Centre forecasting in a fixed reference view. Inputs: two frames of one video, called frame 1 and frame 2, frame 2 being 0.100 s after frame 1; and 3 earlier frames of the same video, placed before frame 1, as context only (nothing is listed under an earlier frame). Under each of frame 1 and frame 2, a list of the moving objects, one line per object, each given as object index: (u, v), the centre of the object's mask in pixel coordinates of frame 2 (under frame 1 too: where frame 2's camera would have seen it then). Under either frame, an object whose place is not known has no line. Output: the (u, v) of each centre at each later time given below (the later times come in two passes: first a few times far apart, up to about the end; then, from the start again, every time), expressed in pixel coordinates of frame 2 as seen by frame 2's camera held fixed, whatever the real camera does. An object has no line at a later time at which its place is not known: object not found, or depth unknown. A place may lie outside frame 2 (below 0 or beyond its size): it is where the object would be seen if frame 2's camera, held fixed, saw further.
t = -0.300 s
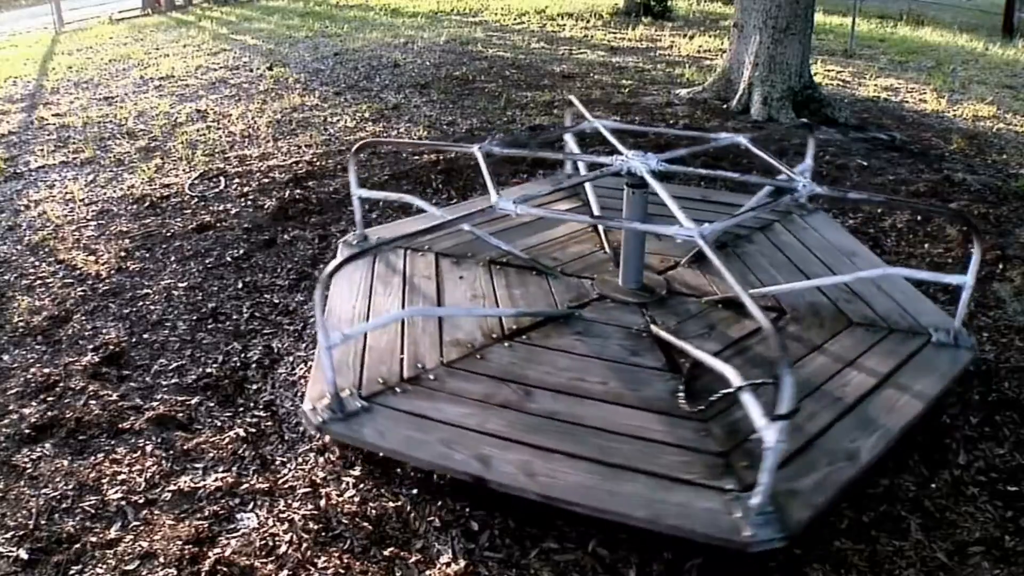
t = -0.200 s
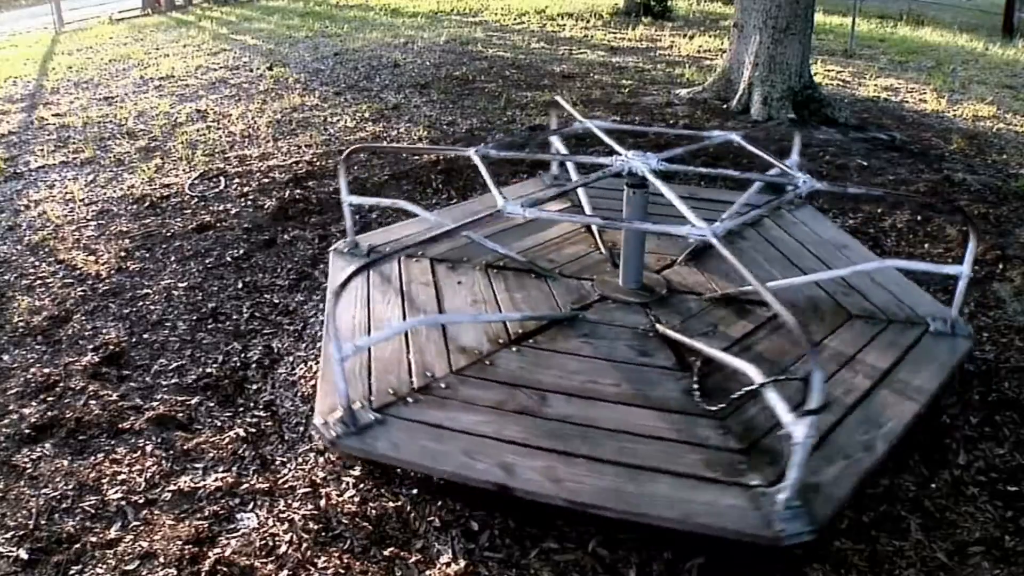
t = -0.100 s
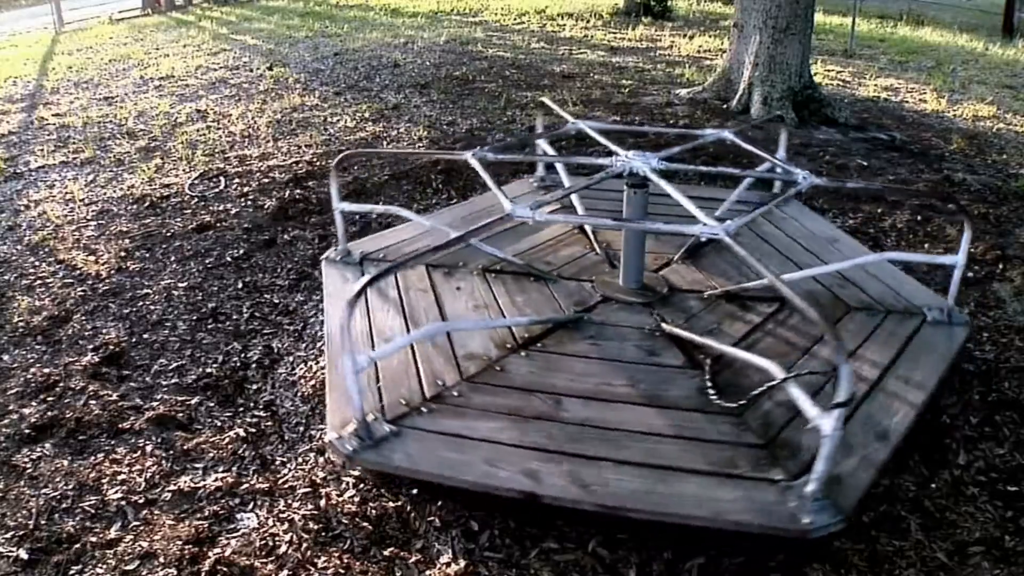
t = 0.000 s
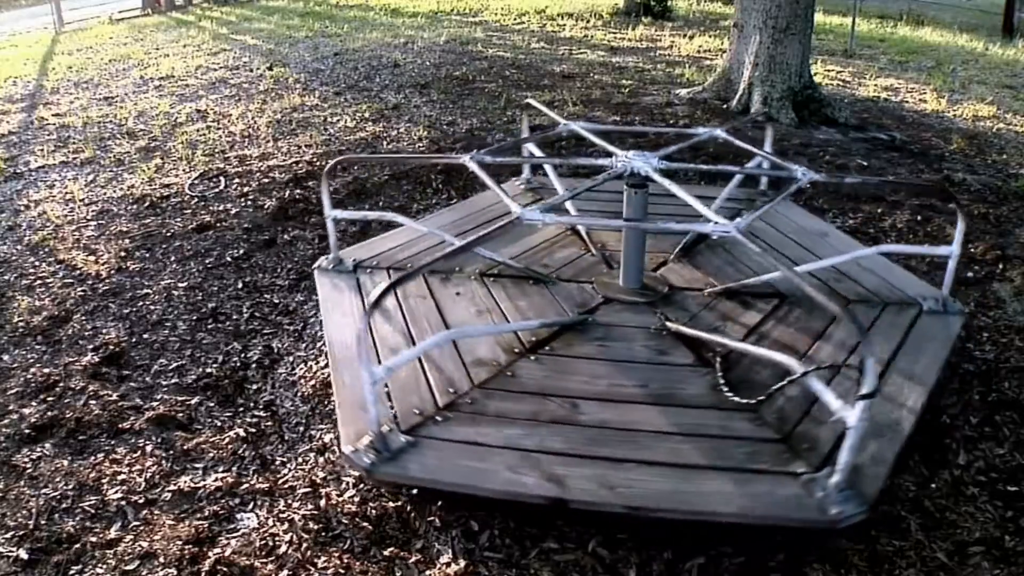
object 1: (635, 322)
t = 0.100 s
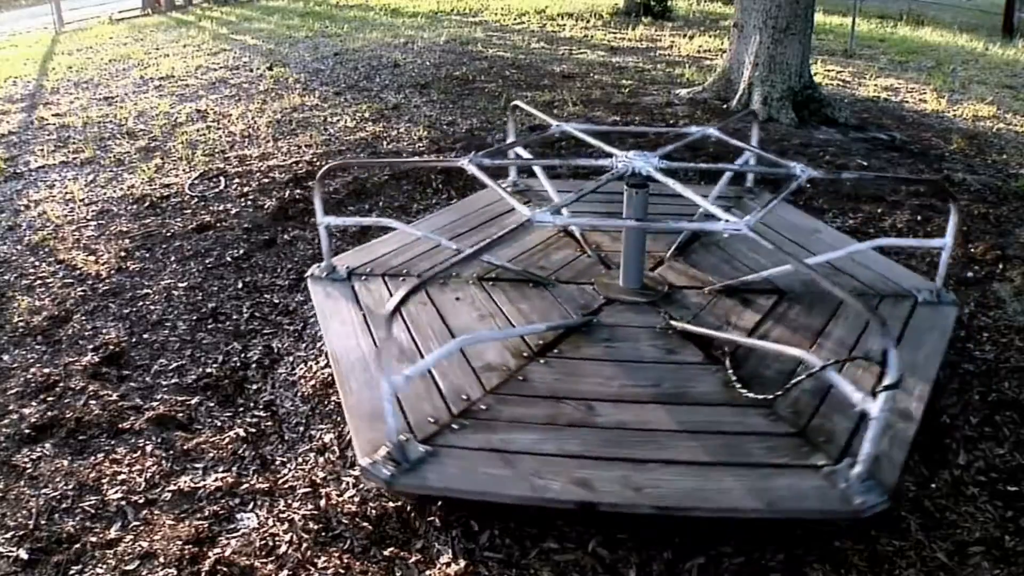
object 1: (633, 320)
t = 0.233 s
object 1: (631, 321)
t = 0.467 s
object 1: (629, 321)
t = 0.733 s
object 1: (628, 325)
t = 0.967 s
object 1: (634, 322)
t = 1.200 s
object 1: (634, 324)
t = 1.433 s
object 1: (637, 323)
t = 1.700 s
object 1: (635, 321)
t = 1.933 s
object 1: (631, 321)
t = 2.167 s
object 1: (629, 321)
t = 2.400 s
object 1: (630, 322)
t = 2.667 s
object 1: (632, 322)
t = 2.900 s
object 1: (632, 324)
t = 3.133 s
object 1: (636, 322)
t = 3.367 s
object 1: (636, 323)
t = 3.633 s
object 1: (633, 321)
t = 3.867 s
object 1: (629, 321)
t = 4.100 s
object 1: (628, 321)
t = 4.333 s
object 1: (626, 322)
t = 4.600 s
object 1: (626, 322)
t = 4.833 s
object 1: (632, 324)
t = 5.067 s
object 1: (636, 321)
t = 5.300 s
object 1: (636, 321)
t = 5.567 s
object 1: (634, 320)
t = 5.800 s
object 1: (631, 320)
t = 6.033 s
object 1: (628, 320)
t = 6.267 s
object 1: (628, 321)
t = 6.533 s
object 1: (626, 322)
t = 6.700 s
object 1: (628, 324)
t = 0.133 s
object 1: (633, 321)
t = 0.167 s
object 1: (632, 321)
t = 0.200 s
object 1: (631, 321)
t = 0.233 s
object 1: (631, 321)
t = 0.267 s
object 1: (622, 325)
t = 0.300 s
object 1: (629, 321)
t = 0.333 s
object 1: (629, 321)
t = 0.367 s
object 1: (629, 321)
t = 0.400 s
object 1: (629, 321)
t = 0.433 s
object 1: (629, 321)
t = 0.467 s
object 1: (629, 321)
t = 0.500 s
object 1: (629, 322)
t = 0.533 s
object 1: (630, 322)
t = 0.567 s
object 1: (630, 322)
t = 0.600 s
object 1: (630, 322)
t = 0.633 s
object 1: (631, 322)
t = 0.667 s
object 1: (631, 322)
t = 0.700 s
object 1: (627, 325)
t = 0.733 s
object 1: (628, 325)
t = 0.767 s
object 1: (632, 322)
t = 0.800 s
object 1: (633, 322)
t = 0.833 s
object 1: (629, 325)
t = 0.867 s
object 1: (630, 324)
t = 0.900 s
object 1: (631, 324)
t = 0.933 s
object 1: (636, 324)
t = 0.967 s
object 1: (634, 322)
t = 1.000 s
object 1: (632, 324)
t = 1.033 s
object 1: (635, 322)
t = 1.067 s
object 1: (633, 324)
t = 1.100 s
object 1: (633, 324)
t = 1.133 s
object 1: (635, 322)
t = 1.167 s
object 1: (636, 322)
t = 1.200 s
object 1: (634, 324)
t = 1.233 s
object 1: (635, 324)
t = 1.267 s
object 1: (635, 324)
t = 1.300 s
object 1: (636, 324)
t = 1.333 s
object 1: (636, 323)
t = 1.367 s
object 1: (637, 323)
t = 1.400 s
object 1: (637, 323)
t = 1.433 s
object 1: (637, 323)
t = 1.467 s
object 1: (637, 323)
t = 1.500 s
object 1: (637, 323)
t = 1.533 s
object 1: (637, 322)
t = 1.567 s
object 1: (636, 322)
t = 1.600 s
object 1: (636, 322)
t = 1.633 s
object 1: (636, 322)
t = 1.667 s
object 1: (635, 322)
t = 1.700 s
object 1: (635, 321)
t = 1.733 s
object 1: (634, 322)
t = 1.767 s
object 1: (634, 321)
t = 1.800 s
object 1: (633, 321)
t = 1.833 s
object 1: (633, 321)
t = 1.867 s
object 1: (632, 321)
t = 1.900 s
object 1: (632, 321)
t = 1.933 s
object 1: (631, 321)
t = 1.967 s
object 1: (630, 321)
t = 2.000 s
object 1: (630, 321)
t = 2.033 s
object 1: (622, 325)
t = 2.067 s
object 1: (629, 321)
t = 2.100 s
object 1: (629, 321)
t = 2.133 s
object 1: (629, 321)
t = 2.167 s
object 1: (629, 321)
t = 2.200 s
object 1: (629, 322)
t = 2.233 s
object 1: (622, 326)
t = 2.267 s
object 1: (623, 326)
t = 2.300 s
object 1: (630, 322)
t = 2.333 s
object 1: (624, 325)
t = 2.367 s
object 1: (625, 325)
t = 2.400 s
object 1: (630, 322)
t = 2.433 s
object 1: (631, 322)
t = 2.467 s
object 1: (626, 325)
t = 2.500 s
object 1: (626, 325)
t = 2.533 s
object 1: (627, 325)
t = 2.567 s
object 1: (631, 322)
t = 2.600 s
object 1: (628, 325)
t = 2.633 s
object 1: (629, 325)
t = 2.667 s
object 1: (632, 322)
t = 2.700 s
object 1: (632, 322)
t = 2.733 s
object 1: (633, 322)
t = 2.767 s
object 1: (633, 322)
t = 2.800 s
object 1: (631, 324)
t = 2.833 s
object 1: (631, 324)
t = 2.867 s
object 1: (631, 324)
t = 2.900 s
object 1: (632, 324)
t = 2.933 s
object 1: (632, 324)
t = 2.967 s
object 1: (632, 325)
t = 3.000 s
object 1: (633, 324)
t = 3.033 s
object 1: (634, 324)
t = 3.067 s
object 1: (635, 322)
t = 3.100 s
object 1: (636, 322)
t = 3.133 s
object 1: (636, 322)
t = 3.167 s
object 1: (635, 324)
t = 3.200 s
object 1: (635, 323)
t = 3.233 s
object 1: (635, 323)
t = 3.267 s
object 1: (636, 323)
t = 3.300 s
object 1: (636, 323)
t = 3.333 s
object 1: (636, 323)
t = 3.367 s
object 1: (636, 323)
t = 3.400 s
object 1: (635, 322)
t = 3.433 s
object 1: (635, 322)
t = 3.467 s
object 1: (634, 322)
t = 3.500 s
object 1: (634, 322)
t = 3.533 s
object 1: (634, 322)
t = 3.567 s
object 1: (633, 322)
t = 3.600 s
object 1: (633, 322)
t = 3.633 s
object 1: (633, 321)
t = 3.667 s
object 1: (632, 321)
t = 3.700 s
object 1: (632, 321)
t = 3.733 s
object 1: (631, 321)
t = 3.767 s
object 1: (631, 321)
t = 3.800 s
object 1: (630, 321)
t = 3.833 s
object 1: (630, 321)
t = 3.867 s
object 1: (629, 321)
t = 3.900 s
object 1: (629, 321)
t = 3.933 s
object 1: (628, 321)
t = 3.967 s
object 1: (628, 321)
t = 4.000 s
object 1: (627, 321)
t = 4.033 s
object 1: (627, 321)
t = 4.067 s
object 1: (628, 321)
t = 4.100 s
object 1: (628, 321)
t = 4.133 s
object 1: (628, 321)
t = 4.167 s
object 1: (628, 321)
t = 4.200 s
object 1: (628, 321)
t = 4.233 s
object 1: (627, 321)
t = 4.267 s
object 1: (626, 321)
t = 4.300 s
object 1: (626, 322)
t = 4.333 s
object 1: (626, 322)
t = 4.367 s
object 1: (626, 322)
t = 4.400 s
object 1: (626, 322)
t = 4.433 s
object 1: (626, 322)
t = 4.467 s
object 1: (626, 322)
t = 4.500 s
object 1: (626, 322)
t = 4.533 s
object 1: (625, 322)
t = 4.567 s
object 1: (625, 322)
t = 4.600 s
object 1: (626, 322)
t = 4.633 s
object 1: (632, 321)
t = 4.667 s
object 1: (632, 321)
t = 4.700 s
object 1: (626, 322)
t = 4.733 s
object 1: (633, 321)
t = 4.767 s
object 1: (627, 323)
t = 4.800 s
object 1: (632, 324)
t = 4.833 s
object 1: (632, 324)
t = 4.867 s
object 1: (635, 322)
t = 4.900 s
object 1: (635, 322)
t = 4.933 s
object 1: (635, 321)
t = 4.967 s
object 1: (635, 322)
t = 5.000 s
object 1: (635, 322)
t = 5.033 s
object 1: (635, 321)
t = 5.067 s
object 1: (636, 321)
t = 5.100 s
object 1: (636, 321)
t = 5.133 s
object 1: (636, 321)
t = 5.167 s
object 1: (636, 321)
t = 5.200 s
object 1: (636, 321)
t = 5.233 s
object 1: (635, 322)
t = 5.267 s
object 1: (636, 321)
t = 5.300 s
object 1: (636, 321)
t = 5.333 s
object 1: (636, 322)
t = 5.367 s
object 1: (635, 322)
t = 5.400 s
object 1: (636, 321)
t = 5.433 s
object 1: (635, 321)
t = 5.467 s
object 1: (634, 321)
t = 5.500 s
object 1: (634, 320)
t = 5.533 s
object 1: (634, 320)
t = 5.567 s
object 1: (634, 320)
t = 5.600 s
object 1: (633, 321)
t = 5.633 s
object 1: (633, 321)
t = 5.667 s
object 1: (624, 324)
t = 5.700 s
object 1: (632, 321)
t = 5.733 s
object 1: (631, 321)
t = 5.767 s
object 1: (631, 320)
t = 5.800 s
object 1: (631, 320)
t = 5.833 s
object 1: (622, 324)
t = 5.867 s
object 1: (630, 320)
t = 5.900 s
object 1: (629, 320)
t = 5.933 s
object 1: (629, 320)
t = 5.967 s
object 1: (629, 320)
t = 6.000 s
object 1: (628, 320)
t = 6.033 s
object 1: (628, 320)
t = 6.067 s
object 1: (628, 321)
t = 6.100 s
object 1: (628, 321)
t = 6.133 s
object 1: (628, 321)
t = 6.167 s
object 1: (628, 321)
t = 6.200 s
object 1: (628, 321)
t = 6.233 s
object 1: (628, 321)
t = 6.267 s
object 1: (628, 321)
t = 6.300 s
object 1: (627, 321)
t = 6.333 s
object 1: (629, 321)
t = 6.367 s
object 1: (626, 321)
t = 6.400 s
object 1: (626, 322)
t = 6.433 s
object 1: (626, 322)
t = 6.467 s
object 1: (620, 325)
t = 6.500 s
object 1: (625, 322)
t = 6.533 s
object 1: (626, 322)
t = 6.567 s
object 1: (621, 325)
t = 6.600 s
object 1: (621, 325)
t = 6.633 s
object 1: (621, 325)
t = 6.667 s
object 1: (621, 325)
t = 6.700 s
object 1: (628, 324)
